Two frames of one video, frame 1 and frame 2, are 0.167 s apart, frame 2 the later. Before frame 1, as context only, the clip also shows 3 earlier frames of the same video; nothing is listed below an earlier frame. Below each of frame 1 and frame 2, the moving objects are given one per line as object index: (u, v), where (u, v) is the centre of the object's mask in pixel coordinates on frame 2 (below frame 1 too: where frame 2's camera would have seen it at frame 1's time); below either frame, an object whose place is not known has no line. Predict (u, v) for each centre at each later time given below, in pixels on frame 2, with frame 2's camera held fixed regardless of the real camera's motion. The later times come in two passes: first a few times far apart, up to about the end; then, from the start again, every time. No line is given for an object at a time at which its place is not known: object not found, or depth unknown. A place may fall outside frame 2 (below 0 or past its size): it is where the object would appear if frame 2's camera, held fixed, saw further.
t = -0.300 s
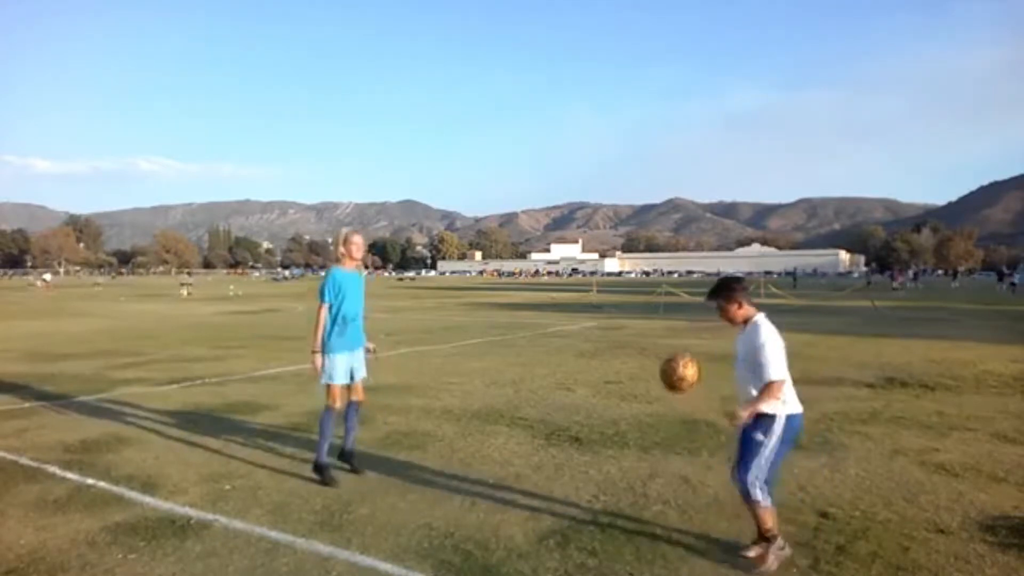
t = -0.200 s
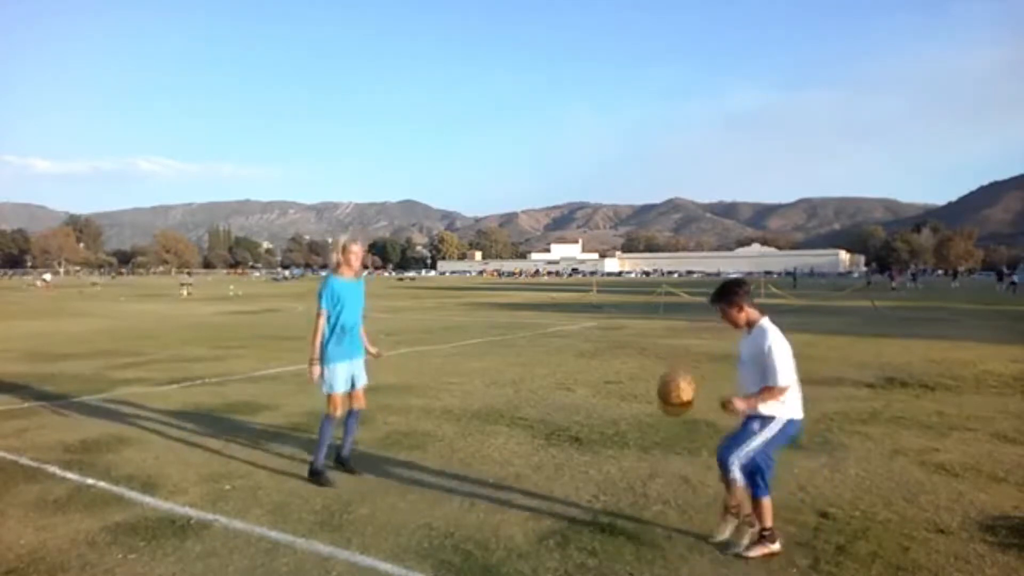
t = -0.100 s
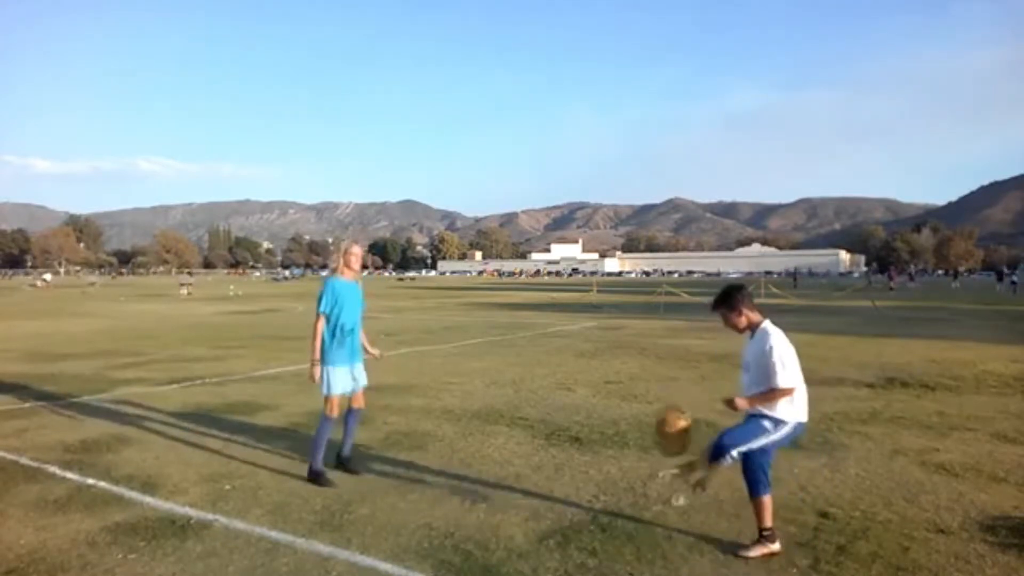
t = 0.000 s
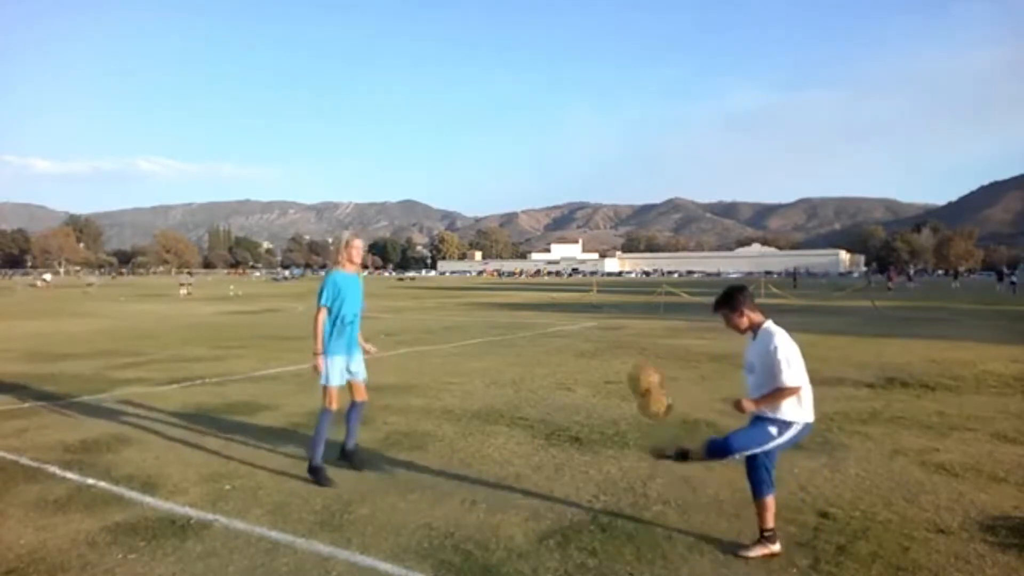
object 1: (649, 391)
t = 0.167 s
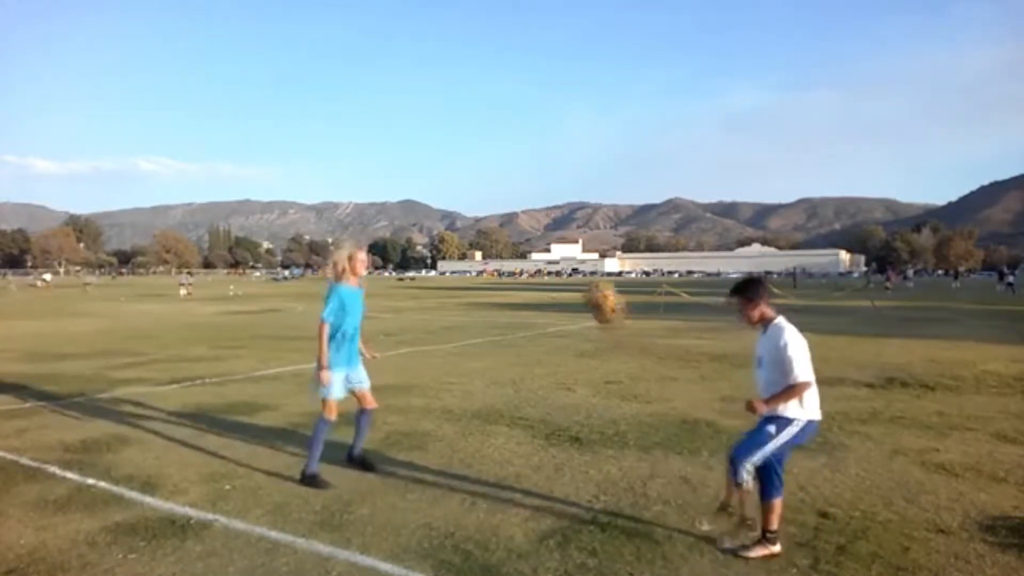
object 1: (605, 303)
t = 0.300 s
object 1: (569, 264)
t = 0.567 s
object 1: (506, 270)
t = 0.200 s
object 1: (597, 291)
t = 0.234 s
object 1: (586, 280)
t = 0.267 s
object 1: (578, 271)
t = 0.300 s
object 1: (569, 264)
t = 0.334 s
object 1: (562, 260)
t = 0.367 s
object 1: (554, 257)
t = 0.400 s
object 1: (546, 256)
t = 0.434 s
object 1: (540, 256)
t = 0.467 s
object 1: (530, 258)
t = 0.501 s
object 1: (525, 259)
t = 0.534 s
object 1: (515, 264)
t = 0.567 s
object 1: (506, 270)
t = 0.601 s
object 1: (500, 278)
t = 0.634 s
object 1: (493, 287)
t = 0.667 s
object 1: (486, 298)
